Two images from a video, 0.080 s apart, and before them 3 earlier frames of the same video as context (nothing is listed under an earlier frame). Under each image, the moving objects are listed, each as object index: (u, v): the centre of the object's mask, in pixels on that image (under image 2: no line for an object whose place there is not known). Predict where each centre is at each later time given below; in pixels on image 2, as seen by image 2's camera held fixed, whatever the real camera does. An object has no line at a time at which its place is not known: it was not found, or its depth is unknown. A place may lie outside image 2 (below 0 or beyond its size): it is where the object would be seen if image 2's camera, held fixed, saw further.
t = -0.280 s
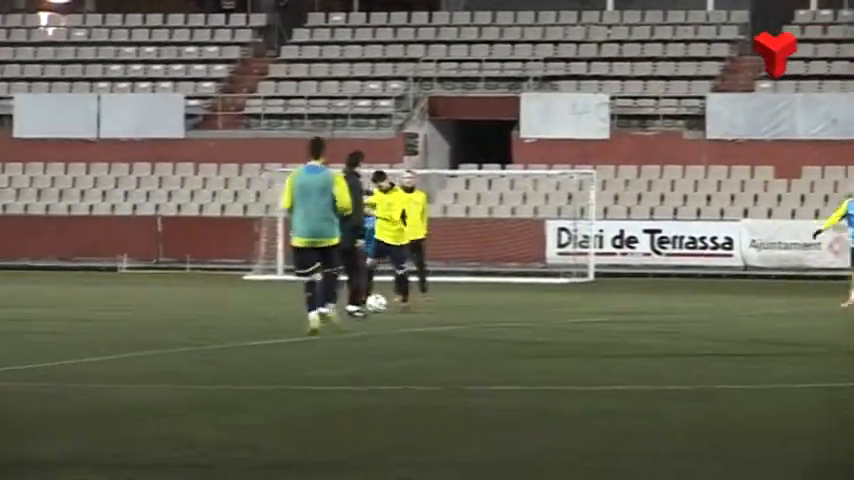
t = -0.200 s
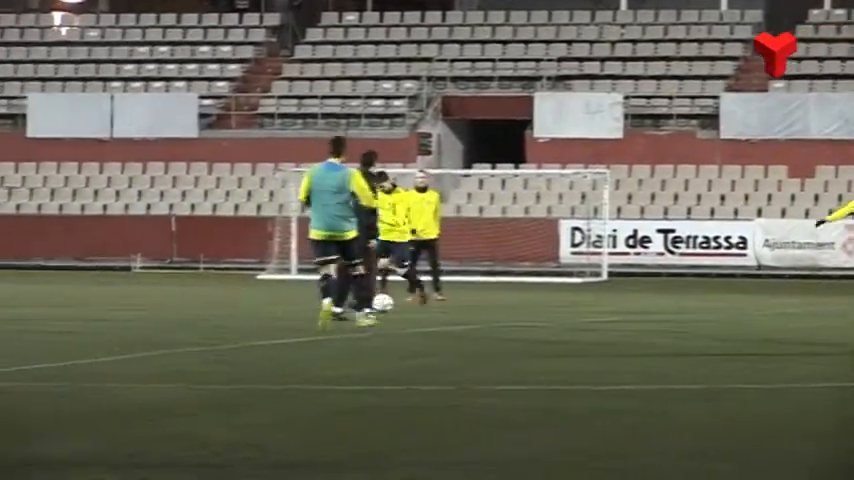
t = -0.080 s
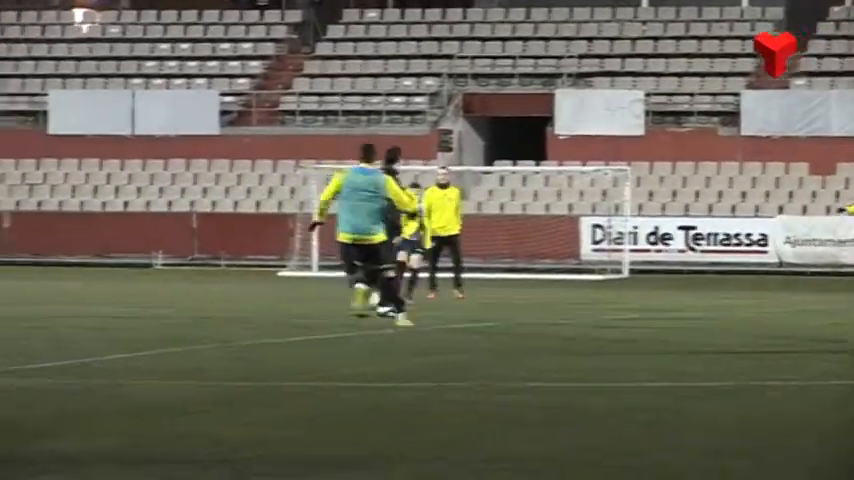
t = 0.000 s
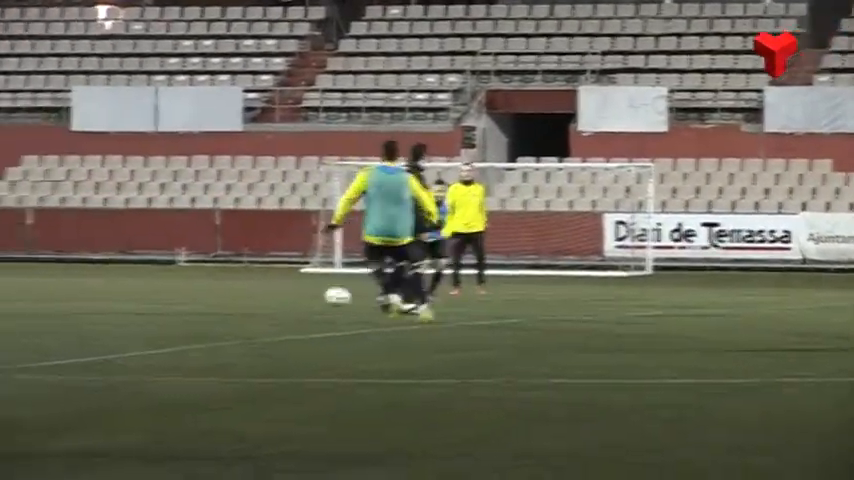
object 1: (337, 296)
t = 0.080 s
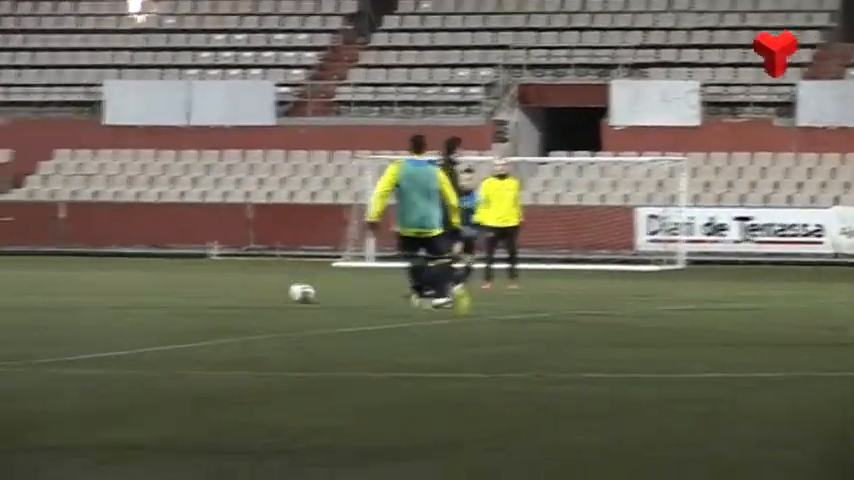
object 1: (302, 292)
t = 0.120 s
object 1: (269, 293)
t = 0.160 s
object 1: (235, 293)
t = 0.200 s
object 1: (202, 294)
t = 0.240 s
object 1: (168, 294)
